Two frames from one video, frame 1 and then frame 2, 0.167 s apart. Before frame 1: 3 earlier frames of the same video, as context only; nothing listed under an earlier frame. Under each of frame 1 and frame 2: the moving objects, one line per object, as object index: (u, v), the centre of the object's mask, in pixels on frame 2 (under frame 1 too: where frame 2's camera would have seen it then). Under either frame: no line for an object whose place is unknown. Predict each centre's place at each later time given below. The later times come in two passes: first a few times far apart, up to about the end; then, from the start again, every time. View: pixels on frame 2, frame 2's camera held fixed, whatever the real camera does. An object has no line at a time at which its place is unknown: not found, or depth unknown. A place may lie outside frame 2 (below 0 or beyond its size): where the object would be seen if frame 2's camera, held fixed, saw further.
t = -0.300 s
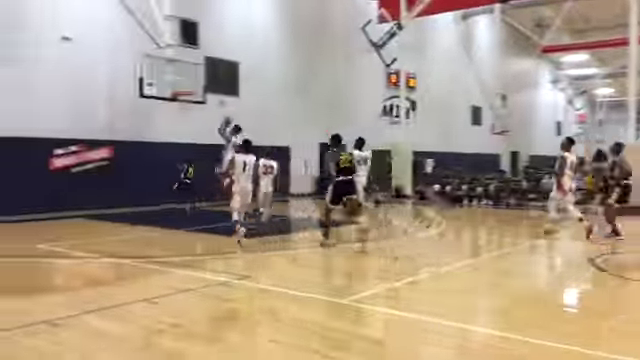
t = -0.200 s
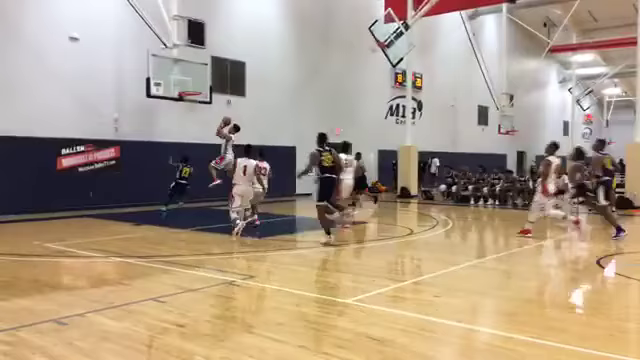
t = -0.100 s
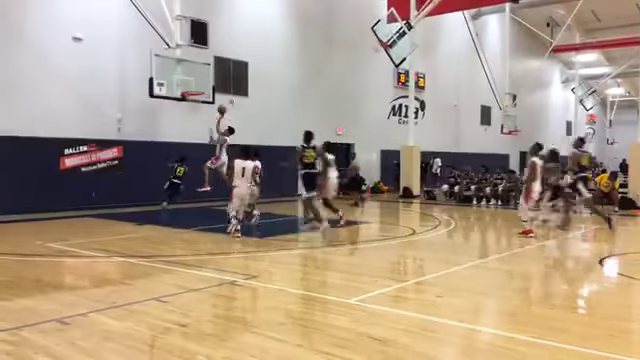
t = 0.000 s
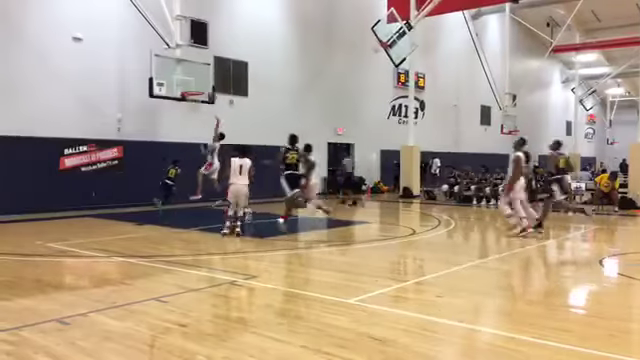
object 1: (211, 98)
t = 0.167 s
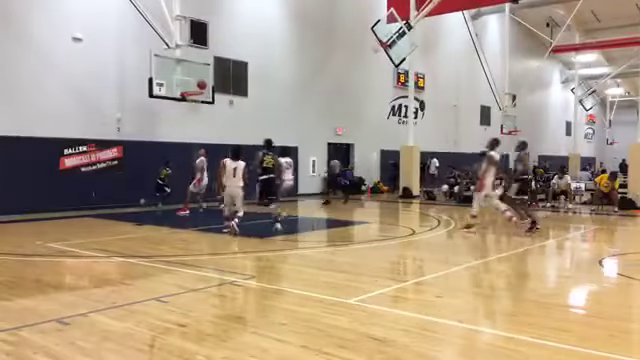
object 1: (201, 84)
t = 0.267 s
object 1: (200, 84)
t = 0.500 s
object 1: (194, 97)
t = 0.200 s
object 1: (201, 84)
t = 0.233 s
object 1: (201, 84)
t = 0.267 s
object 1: (200, 84)
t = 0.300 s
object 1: (200, 84)
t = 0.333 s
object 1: (200, 85)
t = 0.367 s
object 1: (200, 87)
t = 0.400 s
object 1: (199, 89)
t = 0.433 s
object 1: (198, 91)
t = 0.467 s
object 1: (197, 93)
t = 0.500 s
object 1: (194, 97)
